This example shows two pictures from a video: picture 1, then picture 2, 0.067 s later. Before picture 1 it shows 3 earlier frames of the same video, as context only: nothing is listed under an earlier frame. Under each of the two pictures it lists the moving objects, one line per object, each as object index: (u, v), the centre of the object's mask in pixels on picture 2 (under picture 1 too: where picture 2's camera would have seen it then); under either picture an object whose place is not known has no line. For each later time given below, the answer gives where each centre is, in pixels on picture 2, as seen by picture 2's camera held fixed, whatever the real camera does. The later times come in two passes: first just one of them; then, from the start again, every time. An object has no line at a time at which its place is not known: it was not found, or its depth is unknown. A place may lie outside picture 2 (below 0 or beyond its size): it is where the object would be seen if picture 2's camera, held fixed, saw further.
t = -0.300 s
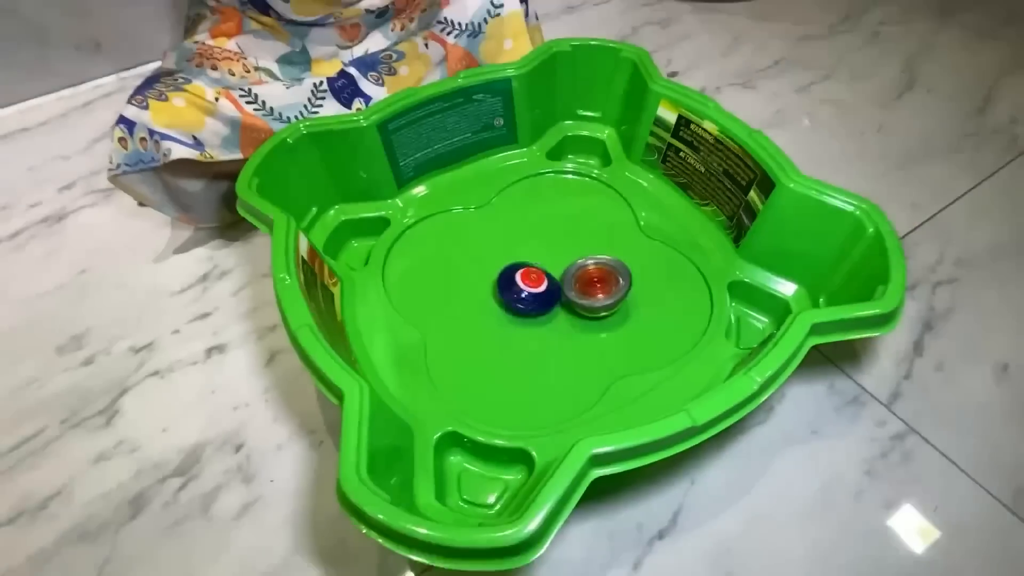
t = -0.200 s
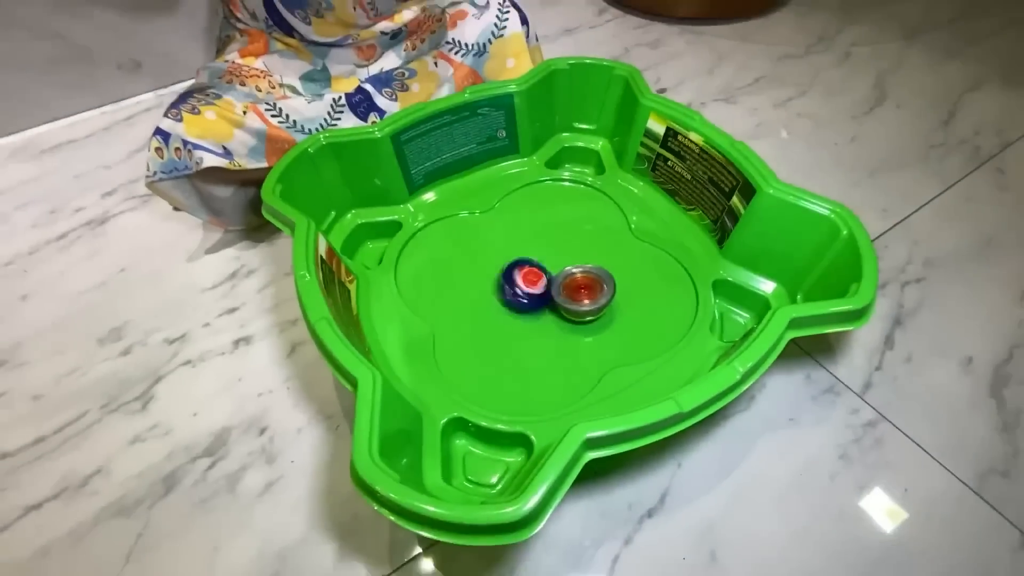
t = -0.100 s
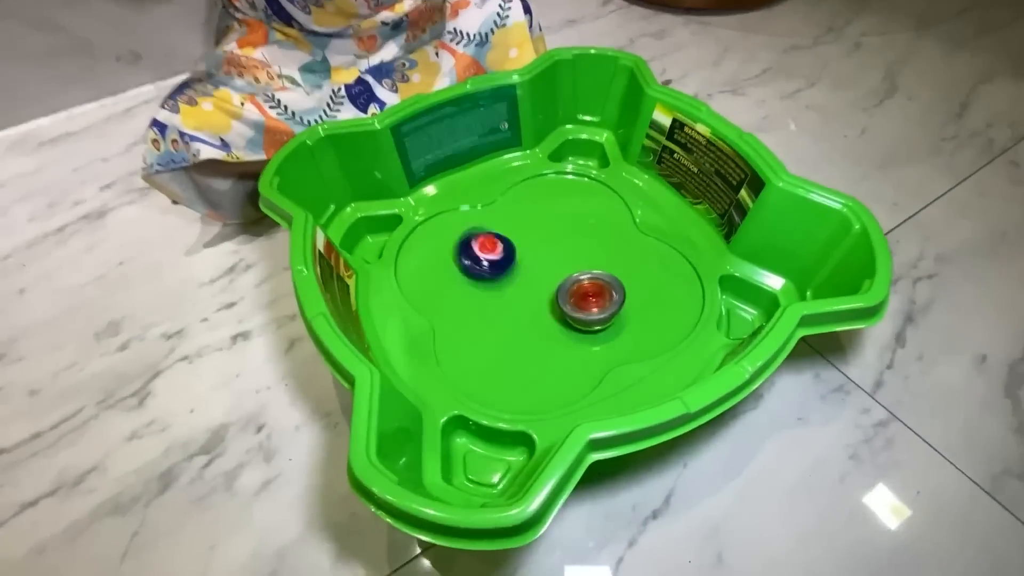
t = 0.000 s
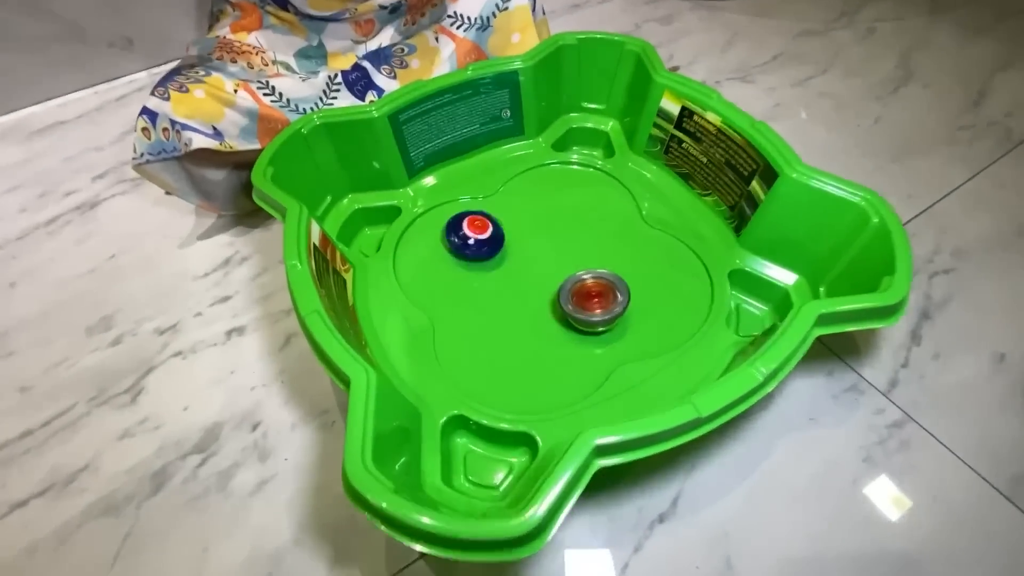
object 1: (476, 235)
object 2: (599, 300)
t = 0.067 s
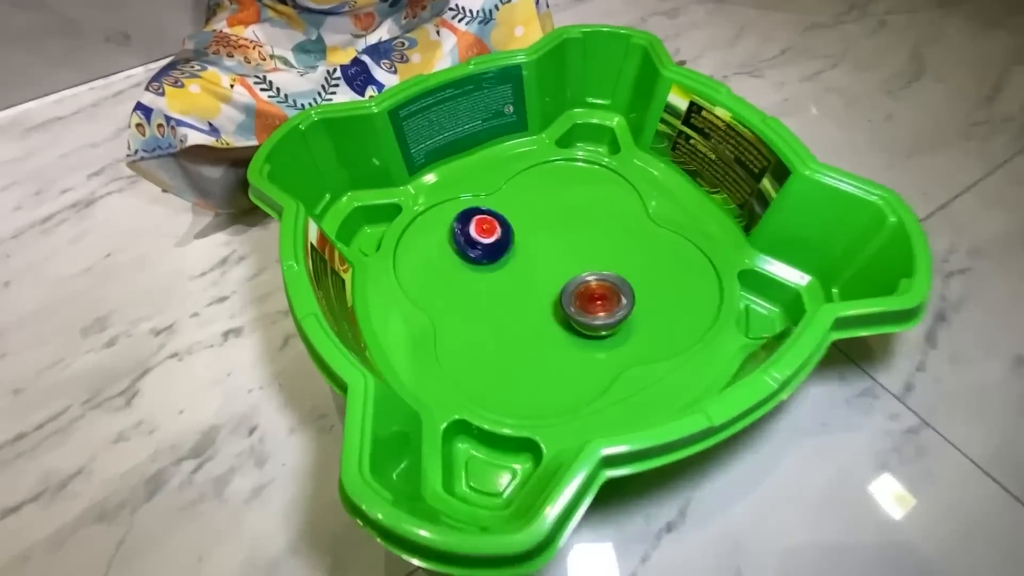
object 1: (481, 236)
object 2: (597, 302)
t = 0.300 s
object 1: (504, 248)
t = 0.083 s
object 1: (483, 236)
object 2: (597, 302)
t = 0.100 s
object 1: (484, 237)
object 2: (596, 303)
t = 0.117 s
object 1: (485, 238)
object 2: (595, 303)
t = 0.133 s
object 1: (487, 238)
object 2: (594, 303)
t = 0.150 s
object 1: (488, 239)
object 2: (592, 303)
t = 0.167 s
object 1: (490, 239)
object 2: (591, 304)
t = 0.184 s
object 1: (492, 240)
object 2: (589, 304)
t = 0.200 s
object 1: (493, 241)
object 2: (587, 304)
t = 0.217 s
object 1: (495, 241)
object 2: (584, 304)
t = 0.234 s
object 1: (496, 243)
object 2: (582, 304)
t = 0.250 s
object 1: (498, 244)
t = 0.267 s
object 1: (500, 245)
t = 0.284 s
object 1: (502, 246)
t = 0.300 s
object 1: (504, 248)
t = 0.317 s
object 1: (505, 249)
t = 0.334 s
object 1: (507, 250)
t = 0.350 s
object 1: (509, 252)
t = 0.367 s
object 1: (511, 254)
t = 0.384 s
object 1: (513, 256)
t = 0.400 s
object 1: (514, 257)
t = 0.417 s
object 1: (516, 258)
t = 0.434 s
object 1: (517, 259)
